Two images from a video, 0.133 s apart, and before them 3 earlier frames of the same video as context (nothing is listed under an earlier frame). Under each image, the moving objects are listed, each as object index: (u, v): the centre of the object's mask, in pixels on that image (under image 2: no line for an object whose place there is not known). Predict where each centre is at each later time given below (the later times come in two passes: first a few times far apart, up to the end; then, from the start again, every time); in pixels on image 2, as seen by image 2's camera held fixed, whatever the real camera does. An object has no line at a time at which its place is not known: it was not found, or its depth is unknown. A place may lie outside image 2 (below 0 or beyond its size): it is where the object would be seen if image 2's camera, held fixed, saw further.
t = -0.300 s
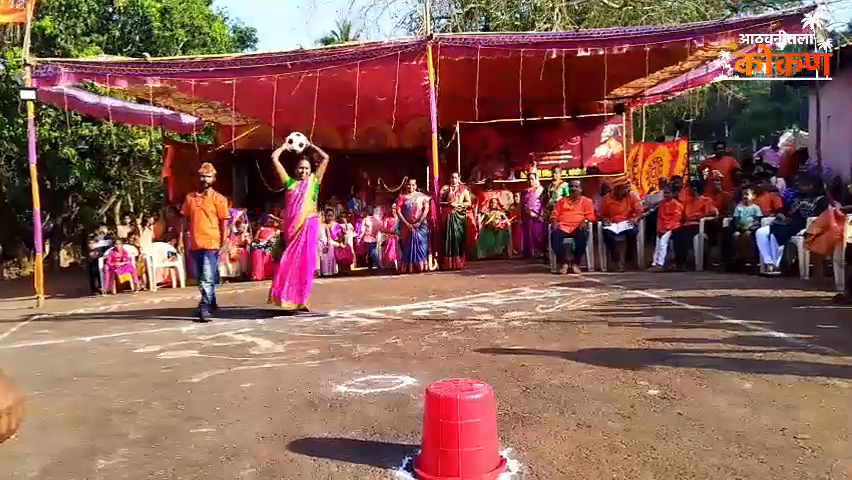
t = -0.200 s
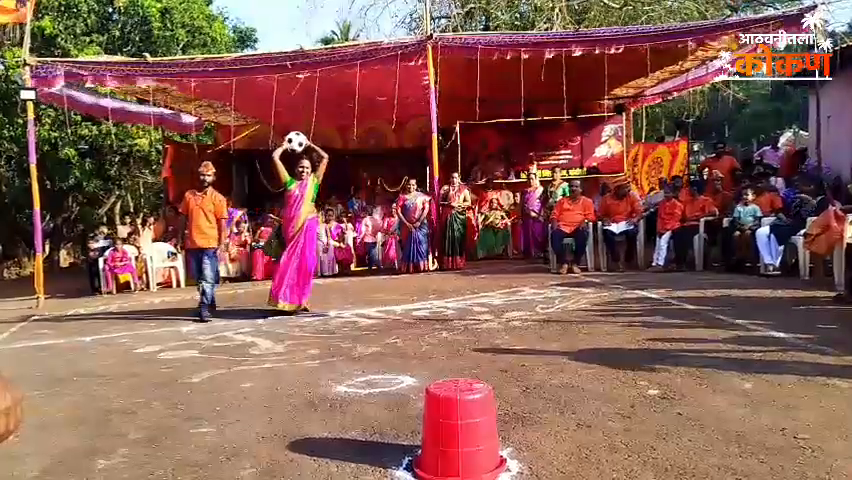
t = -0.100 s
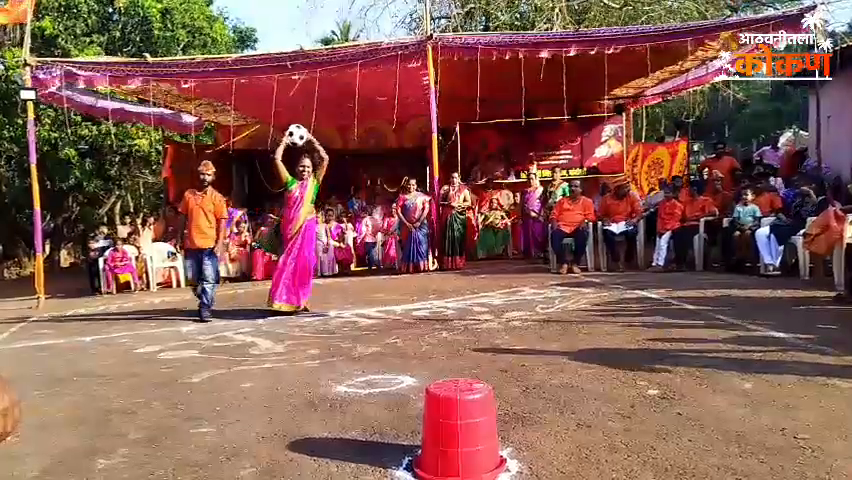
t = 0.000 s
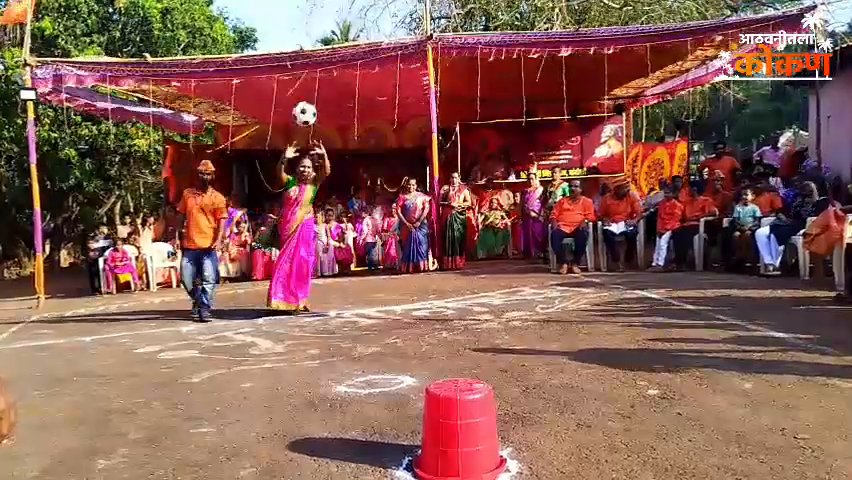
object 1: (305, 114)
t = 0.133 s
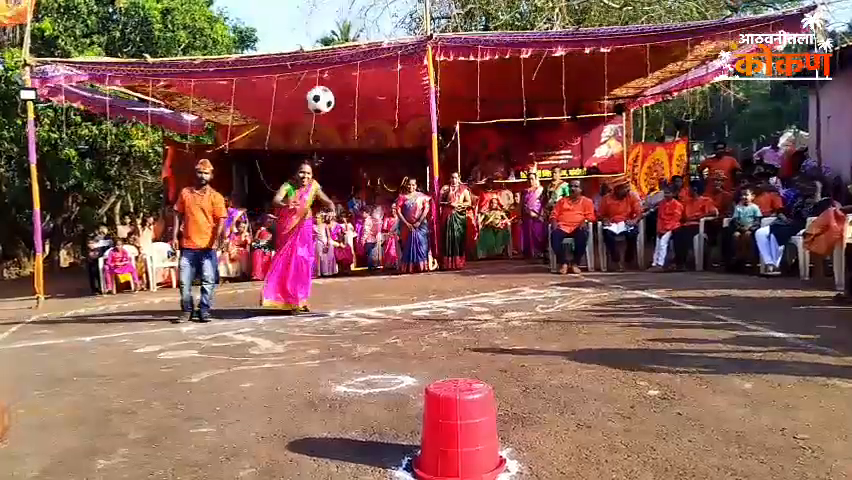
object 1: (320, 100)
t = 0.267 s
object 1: (337, 110)
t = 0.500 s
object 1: (382, 233)
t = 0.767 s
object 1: (335, 368)
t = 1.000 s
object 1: (202, 332)
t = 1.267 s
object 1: (77, 394)
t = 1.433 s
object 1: (14, 353)
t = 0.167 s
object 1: (324, 100)
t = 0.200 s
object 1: (329, 101)
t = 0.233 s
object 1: (333, 104)
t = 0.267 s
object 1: (337, 110)
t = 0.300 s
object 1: (343, 118)
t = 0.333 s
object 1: (348, 128)
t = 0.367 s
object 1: (353, 142)
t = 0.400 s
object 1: (359, 159)
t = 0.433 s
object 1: (365, 178)
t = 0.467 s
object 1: (373, 202)
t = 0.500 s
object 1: (382, 233)
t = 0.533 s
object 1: (391, 269)
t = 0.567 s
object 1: (402, 311)
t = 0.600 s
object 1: (413, 363)
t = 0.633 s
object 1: (411, 411)
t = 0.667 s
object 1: (396, 426)
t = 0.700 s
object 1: (376, 405)
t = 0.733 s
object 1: (356, 385)
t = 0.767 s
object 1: (335, 368)
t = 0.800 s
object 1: (314, 354)
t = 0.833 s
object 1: (294, 343)
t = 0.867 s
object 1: (274, 335)
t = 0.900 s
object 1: (254, 332)
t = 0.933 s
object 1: (236, 329)
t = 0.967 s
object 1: (218, 330)
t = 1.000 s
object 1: (202, 332)
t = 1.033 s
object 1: (183, 335)
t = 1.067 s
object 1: (167, 342)
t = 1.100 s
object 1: (150, 351)
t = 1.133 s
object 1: (135, 364)
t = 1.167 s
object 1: (119, 379)
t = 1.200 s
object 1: (105, 395)
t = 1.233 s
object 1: (92, 410)
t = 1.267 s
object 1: (77, 394)
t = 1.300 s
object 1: (61, 381)
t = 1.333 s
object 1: (47, 370)
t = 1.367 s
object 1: (32, 363)
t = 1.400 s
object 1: (21, 357)
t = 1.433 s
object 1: (14, 353)
